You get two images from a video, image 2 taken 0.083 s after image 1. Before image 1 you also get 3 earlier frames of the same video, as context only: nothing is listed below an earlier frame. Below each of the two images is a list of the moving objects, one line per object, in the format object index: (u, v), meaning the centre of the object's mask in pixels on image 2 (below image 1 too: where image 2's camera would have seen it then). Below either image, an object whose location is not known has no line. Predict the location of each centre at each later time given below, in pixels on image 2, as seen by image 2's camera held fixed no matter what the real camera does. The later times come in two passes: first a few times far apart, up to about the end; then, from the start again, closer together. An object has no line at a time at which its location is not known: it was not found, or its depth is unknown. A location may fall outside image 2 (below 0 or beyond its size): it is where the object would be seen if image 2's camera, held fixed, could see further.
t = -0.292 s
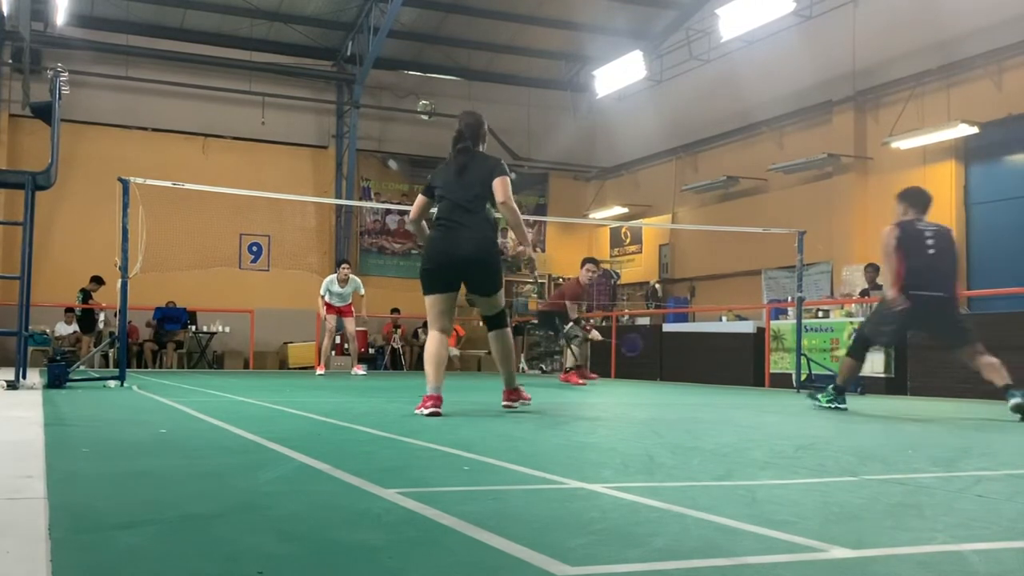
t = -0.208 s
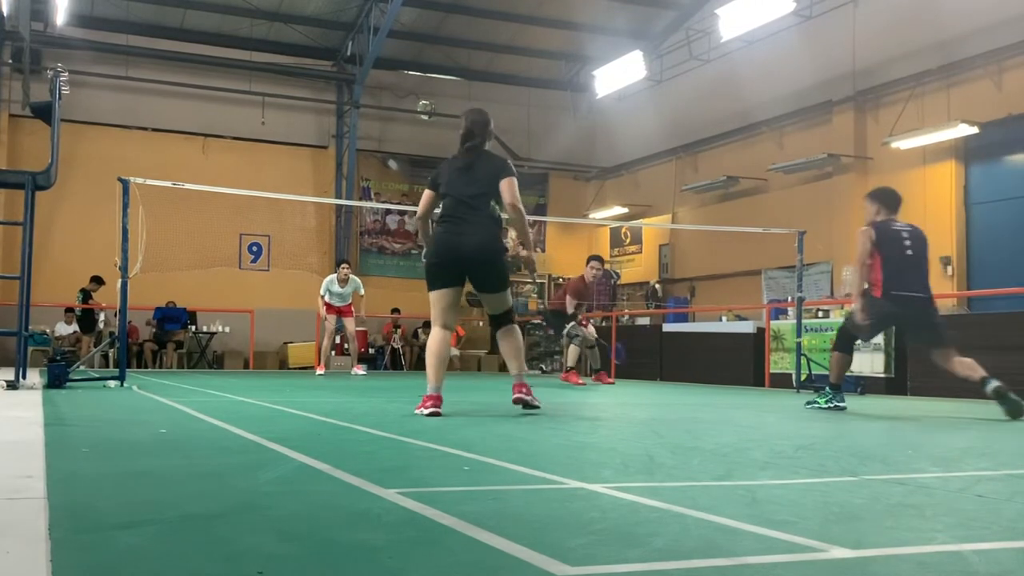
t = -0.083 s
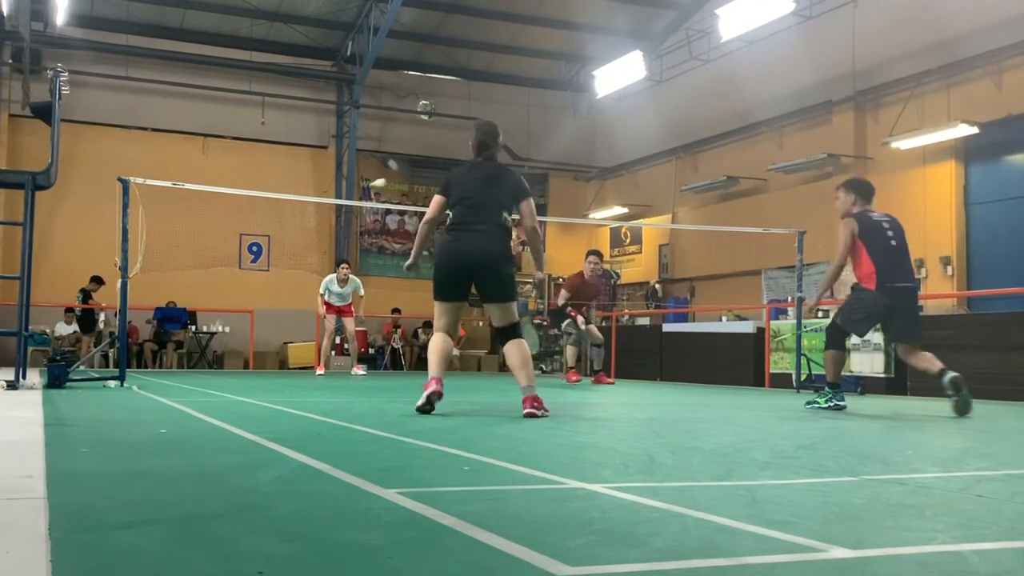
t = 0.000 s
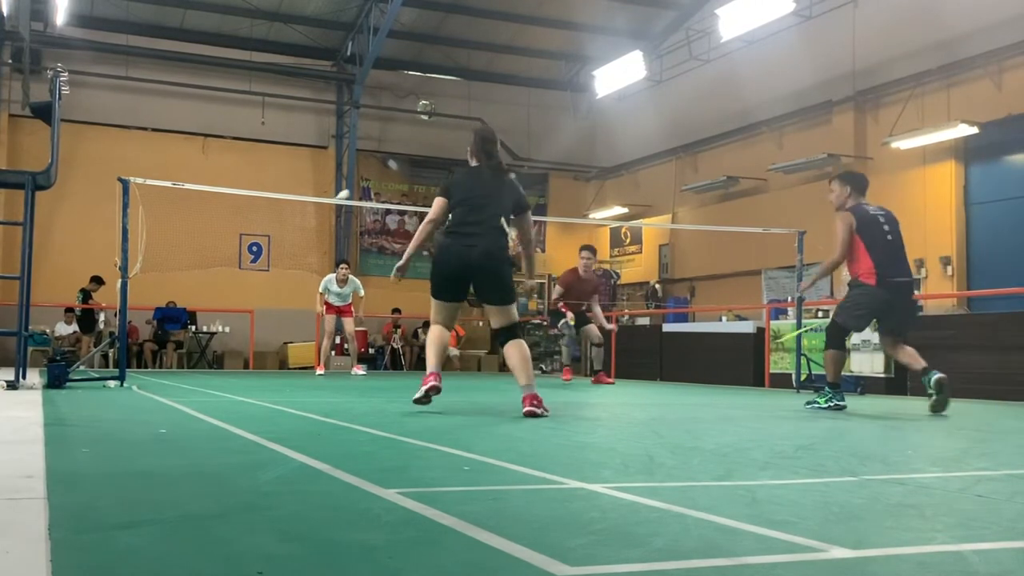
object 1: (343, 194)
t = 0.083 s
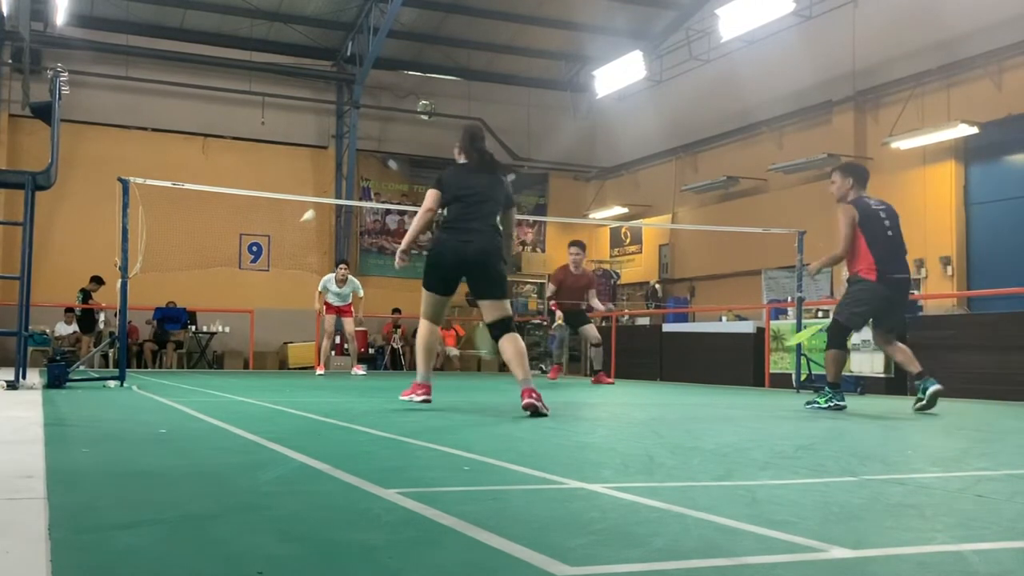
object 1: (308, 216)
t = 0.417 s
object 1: (181, 375)
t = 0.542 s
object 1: (176, 364)
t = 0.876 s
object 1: (178, 387)
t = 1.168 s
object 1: (182, 387)
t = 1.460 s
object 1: (187, 388)
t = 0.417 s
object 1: (181, 375)
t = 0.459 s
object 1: (176, 375)
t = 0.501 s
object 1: (174, 368)
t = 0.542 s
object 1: (176, 364)
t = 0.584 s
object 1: (180, 359)
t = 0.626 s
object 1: (182, 356)
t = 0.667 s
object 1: (184, 352)
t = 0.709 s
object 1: (183, 353)
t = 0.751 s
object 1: (181, 358)
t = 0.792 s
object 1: (180, 363)
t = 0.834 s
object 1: (179, 377)
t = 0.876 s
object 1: (178, 387)
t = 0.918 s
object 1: (180, 382)
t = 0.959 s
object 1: (181, 381)
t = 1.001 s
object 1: (183, 382)
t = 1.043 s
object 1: (184, 383)
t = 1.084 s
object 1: (183, 385)
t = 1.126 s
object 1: (182, 386)
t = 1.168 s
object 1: (182, 387)
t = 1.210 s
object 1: (183, 387)
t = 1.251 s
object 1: (183, 388)
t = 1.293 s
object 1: (183, 388)
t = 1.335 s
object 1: (185, 388)
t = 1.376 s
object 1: (186, 388)
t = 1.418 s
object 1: (187, 388)
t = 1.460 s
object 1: (187, 388)
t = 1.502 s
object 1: (189, 387)
